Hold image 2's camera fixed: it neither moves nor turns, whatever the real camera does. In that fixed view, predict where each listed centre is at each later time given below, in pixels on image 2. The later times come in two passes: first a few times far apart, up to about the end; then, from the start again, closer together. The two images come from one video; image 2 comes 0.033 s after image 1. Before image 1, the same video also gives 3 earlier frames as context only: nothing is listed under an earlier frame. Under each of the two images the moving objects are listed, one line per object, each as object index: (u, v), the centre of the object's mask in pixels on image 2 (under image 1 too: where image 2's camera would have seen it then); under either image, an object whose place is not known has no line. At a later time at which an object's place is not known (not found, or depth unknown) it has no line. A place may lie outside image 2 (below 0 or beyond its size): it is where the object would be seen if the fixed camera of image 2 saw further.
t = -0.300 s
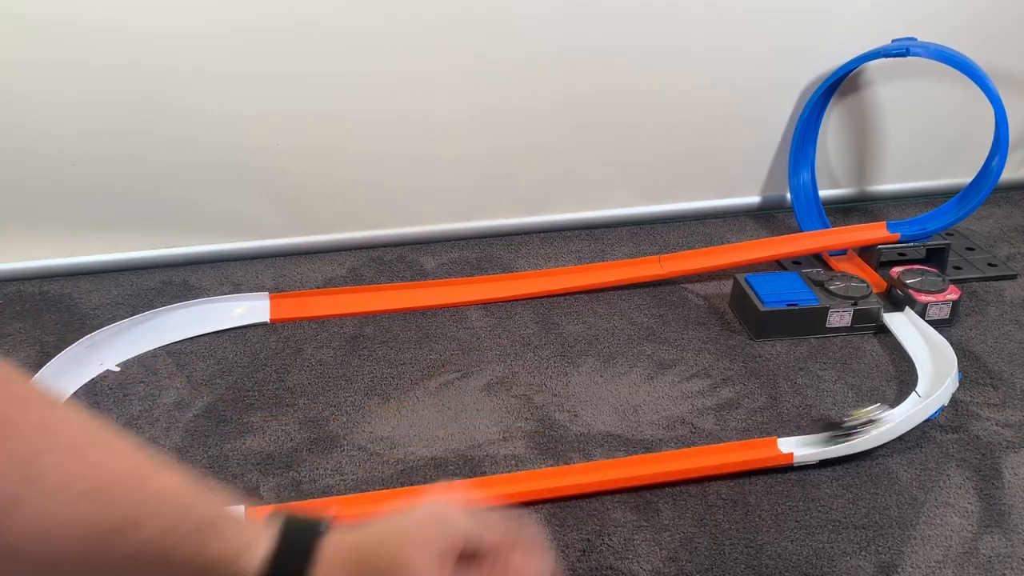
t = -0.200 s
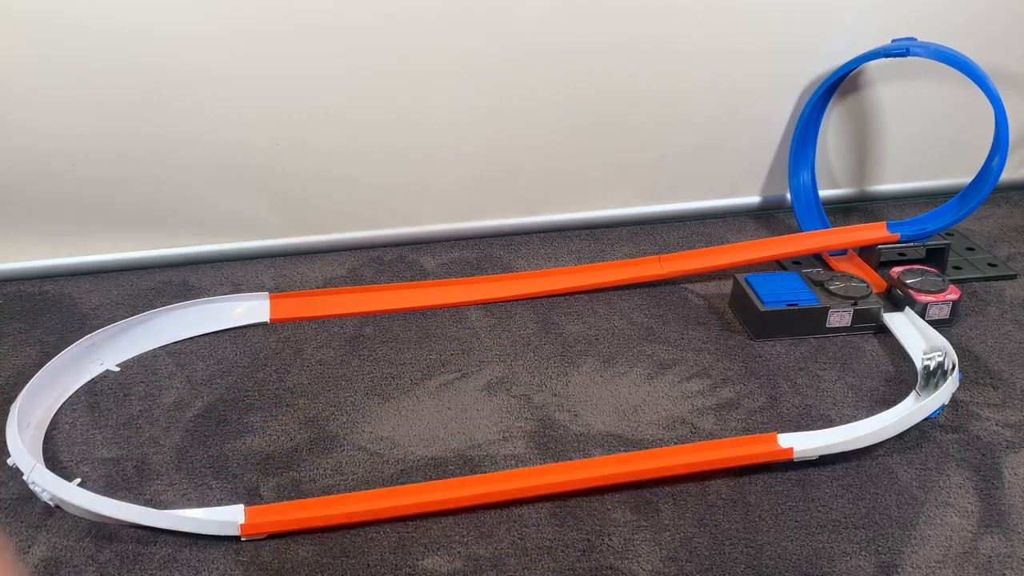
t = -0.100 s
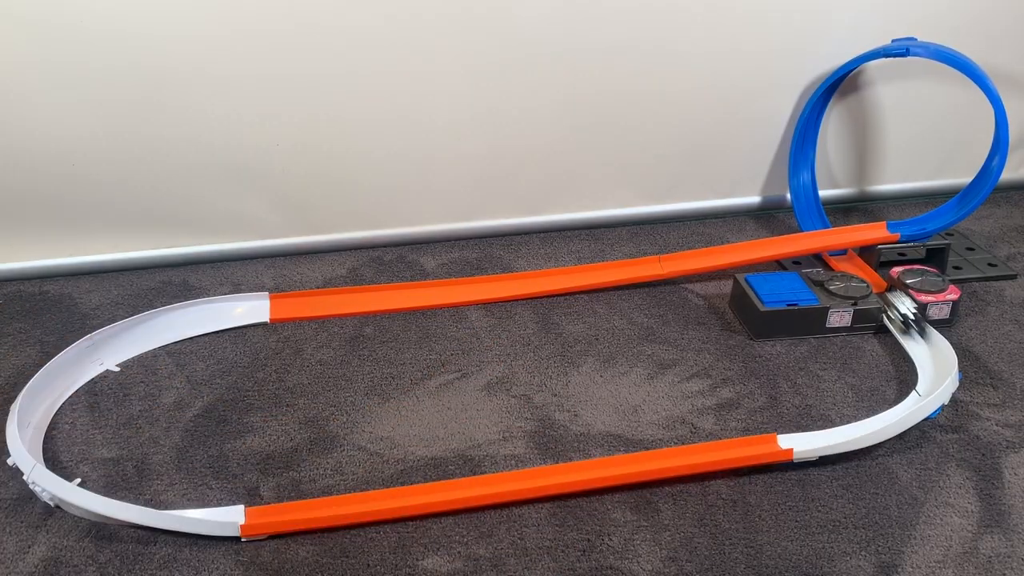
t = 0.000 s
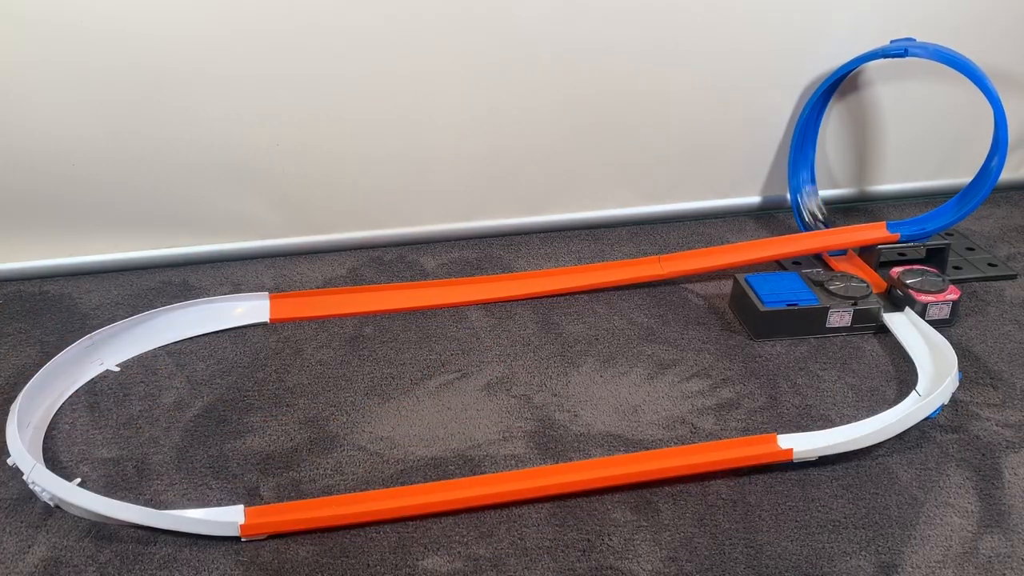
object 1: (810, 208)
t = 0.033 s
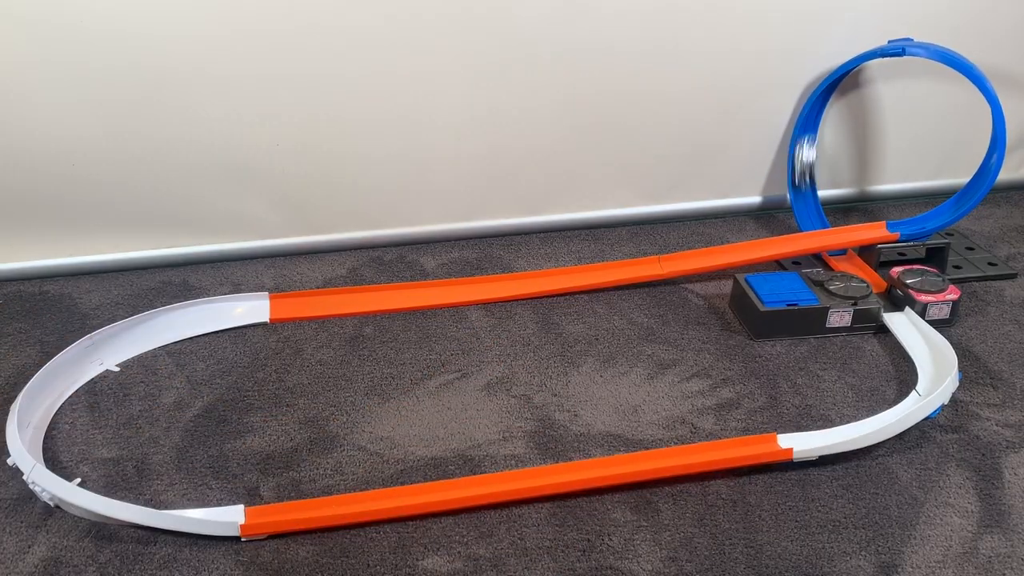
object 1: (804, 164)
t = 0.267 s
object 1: (985, 117)
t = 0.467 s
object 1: (745, 248)
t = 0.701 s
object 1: (357, 298)
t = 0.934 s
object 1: (35, 425)
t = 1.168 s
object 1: (330, 498)
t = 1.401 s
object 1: (682, 449)
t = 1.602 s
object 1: (901, 398)
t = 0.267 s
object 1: (985, 117)
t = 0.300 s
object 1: (983, 165)
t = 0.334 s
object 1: (951, 203)
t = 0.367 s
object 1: (902, 220)
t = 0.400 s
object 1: (852, 227)
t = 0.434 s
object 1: (796, 237)
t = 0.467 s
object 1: (745, 248)
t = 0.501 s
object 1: (687, 257)
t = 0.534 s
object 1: (633, 266)
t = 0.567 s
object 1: (577, 273)
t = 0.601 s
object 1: (523, 280)
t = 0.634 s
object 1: (469, 287)
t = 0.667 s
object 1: (414, 293)
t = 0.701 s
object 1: (357, 298)
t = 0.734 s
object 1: (306, 303)
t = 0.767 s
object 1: (249, 308)
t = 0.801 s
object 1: (186, 318)
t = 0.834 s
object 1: (138, 334)
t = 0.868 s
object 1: (88, 362)
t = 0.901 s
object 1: (53, 391)
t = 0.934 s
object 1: (35, 425)
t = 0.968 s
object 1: (46, 454)
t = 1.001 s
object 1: (75, 477)
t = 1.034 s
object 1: (114, 489)
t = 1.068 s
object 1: (161, 498)
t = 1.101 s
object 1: (215, 504)
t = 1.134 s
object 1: (270, 502)
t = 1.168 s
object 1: (330, 498)
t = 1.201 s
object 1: (384, 490)
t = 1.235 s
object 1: (437, 482)
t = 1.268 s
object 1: (489, 476)
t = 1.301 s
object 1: (538, 469)
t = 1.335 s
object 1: (589, 462)
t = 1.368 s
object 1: (637, 456)
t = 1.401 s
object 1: (682, 449)
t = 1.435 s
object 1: (727, 444)
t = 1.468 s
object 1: (771, 437)
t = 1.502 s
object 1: (813, 433)
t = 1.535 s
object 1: (847, 426)
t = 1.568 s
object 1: (882, 411)
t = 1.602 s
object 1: (901, 398)
